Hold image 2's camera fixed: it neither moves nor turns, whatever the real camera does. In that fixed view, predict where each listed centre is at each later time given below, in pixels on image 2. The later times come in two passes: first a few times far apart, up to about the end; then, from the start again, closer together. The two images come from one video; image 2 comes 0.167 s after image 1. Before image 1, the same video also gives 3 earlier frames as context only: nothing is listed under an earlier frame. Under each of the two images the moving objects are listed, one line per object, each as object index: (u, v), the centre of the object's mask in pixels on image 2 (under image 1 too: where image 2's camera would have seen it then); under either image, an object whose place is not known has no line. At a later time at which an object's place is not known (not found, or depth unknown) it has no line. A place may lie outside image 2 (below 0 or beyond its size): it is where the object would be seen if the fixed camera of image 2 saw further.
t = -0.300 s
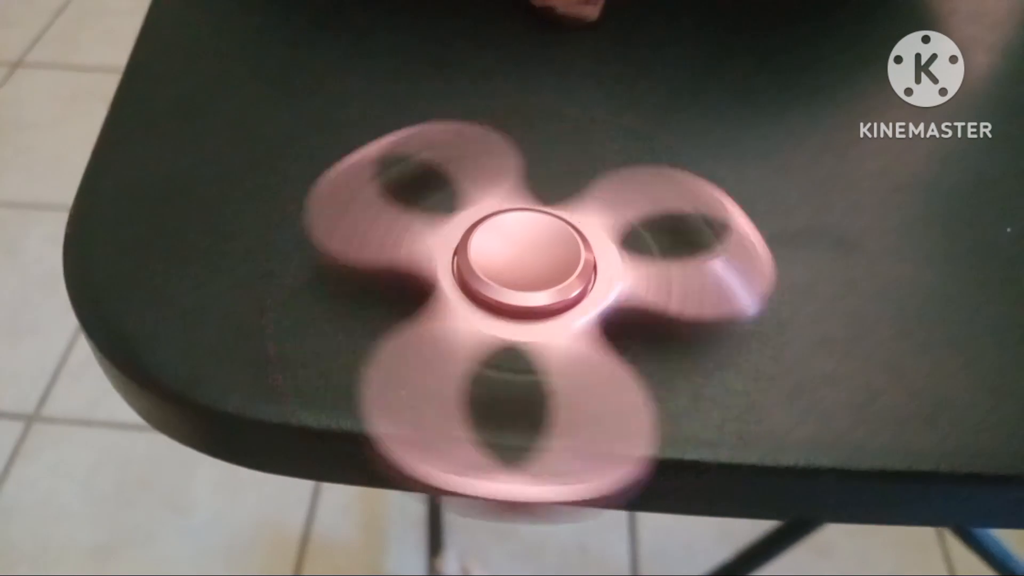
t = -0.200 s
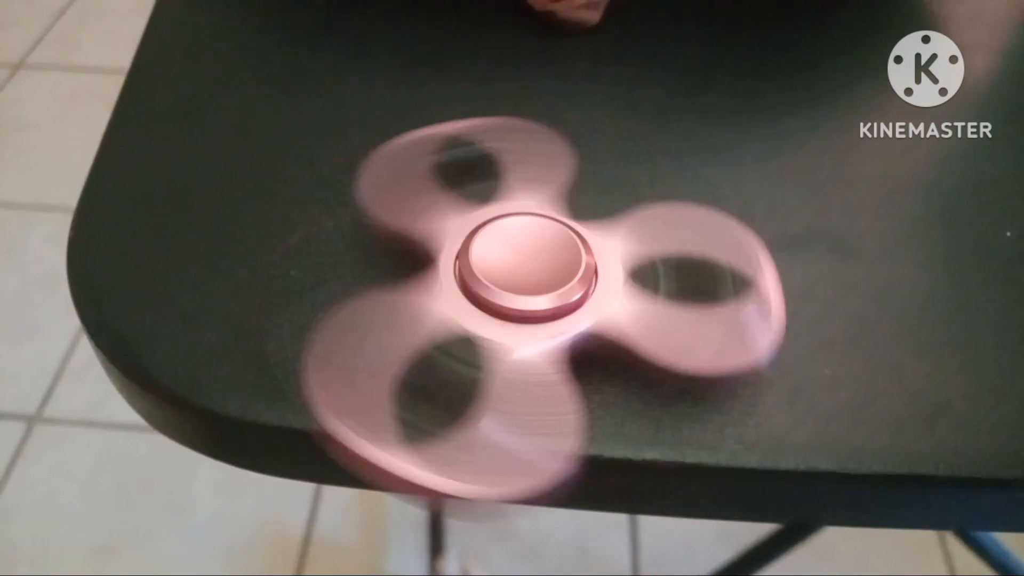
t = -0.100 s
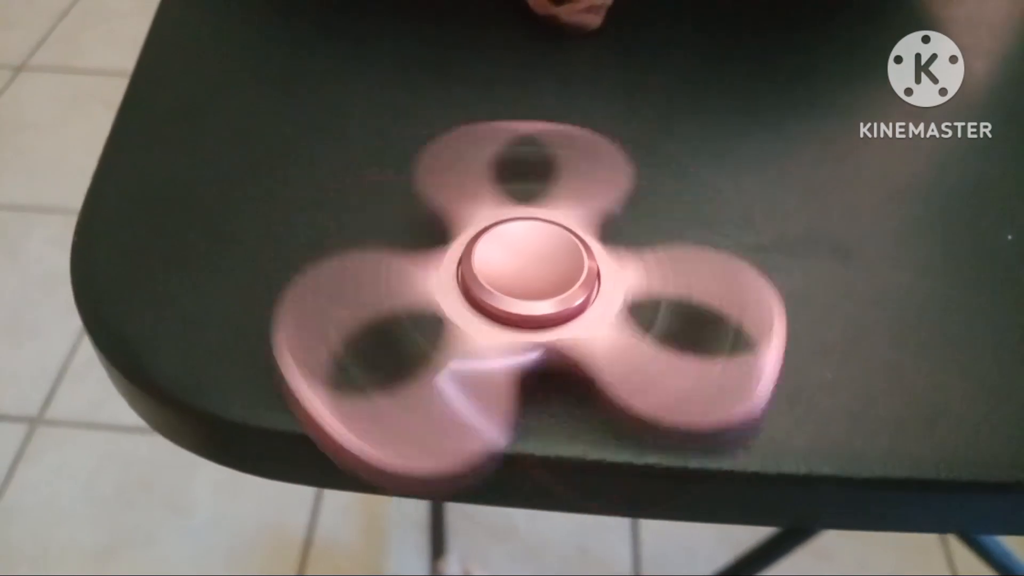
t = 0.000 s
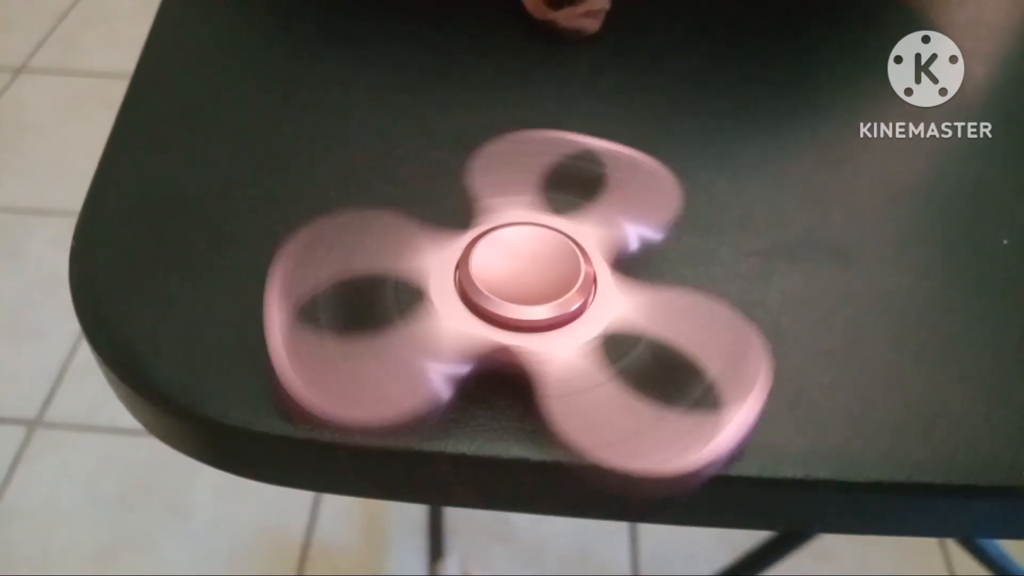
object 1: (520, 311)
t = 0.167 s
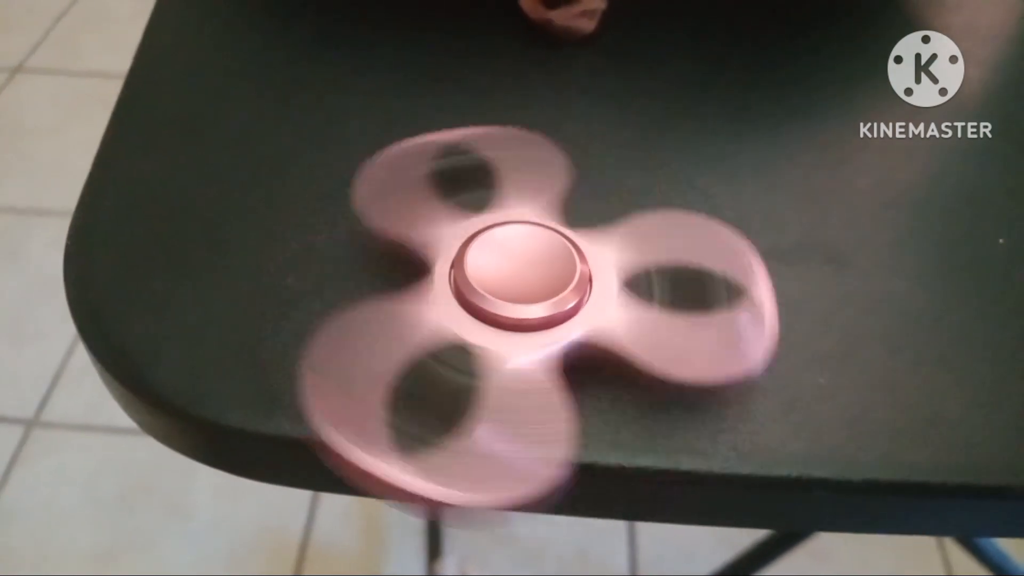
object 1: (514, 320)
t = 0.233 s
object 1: (523, 313)
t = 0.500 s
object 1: (512, 310)
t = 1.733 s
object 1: (524, 288)
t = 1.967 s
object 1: (529, 289)
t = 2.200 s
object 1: (538, 289)
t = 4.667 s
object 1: (529, 314)
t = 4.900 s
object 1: (523, 299)
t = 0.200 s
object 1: (525, 318)
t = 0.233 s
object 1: (523, 313)
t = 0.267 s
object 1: (510, 316)
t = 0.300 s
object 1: (517, 319)
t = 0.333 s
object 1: (526, 315)
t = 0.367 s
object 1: (519, 311)
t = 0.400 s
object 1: (509, 317)
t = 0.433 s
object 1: (519, 317)
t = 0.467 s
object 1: (523, 313)
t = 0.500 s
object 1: (512, 310)
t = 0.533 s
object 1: (508, 317)
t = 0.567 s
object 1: (519, 316)
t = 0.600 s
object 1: (518, 312)
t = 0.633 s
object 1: (506, 314)
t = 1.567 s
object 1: (533, 298)
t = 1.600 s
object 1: (526, 292)
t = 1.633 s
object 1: (517, 299)
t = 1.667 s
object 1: (529, 298)
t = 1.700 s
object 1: (535, 293)
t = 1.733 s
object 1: (524, 288)
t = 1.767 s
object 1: (519, 298)
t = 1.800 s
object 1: (531, 296)
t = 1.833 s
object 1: (532, 291)
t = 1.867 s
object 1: (517, 291)
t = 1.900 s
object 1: (520, 297)
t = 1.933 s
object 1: (532, 295)
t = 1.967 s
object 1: (529, 289)
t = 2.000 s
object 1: (516, 295)
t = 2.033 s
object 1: (527, 297)
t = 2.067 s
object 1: (537, 292)
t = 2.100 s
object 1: (529, 288)
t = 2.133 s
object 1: (520, 295)
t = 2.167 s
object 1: (534, 294)
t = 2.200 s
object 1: (538, 289)
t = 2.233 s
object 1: (526, 284)
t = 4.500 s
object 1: (519, 326)
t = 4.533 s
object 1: (523, 325)
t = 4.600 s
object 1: (534, 308)
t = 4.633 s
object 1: (523, 312)
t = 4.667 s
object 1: (529, 314)
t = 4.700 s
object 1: (535, 313)
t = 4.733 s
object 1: (531, 307)
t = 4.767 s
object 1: (521, 311)
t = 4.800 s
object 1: (530, 308)
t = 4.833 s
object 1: (536, 303)
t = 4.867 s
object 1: (530, 297)
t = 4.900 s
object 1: (523, 299)
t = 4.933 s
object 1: (532, 297)
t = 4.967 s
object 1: (536, 294)
